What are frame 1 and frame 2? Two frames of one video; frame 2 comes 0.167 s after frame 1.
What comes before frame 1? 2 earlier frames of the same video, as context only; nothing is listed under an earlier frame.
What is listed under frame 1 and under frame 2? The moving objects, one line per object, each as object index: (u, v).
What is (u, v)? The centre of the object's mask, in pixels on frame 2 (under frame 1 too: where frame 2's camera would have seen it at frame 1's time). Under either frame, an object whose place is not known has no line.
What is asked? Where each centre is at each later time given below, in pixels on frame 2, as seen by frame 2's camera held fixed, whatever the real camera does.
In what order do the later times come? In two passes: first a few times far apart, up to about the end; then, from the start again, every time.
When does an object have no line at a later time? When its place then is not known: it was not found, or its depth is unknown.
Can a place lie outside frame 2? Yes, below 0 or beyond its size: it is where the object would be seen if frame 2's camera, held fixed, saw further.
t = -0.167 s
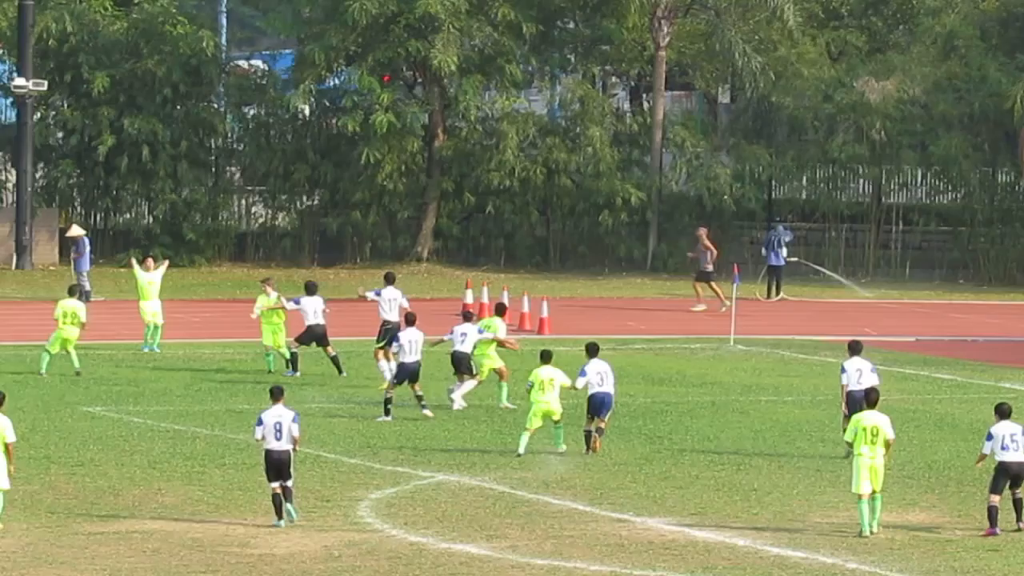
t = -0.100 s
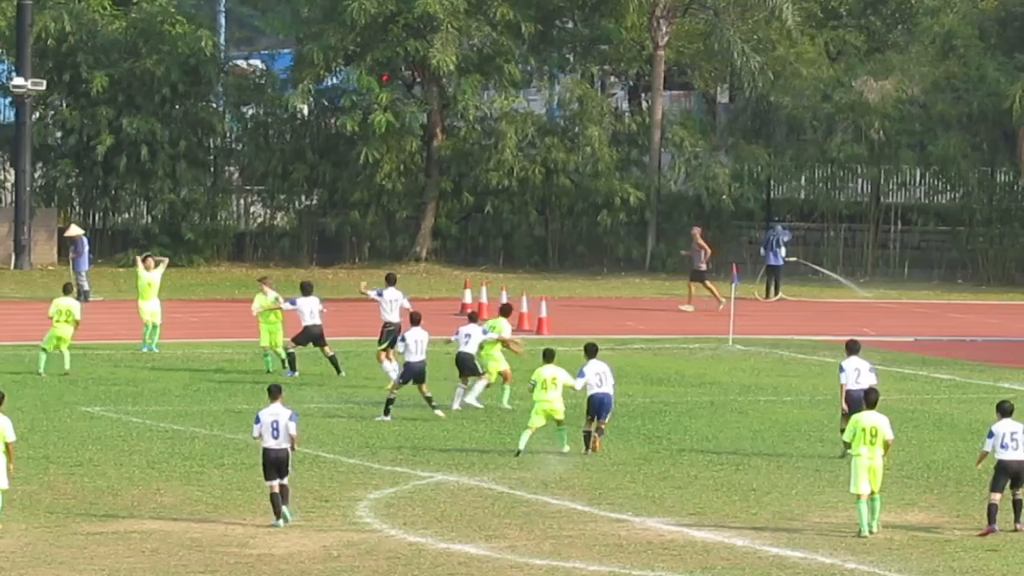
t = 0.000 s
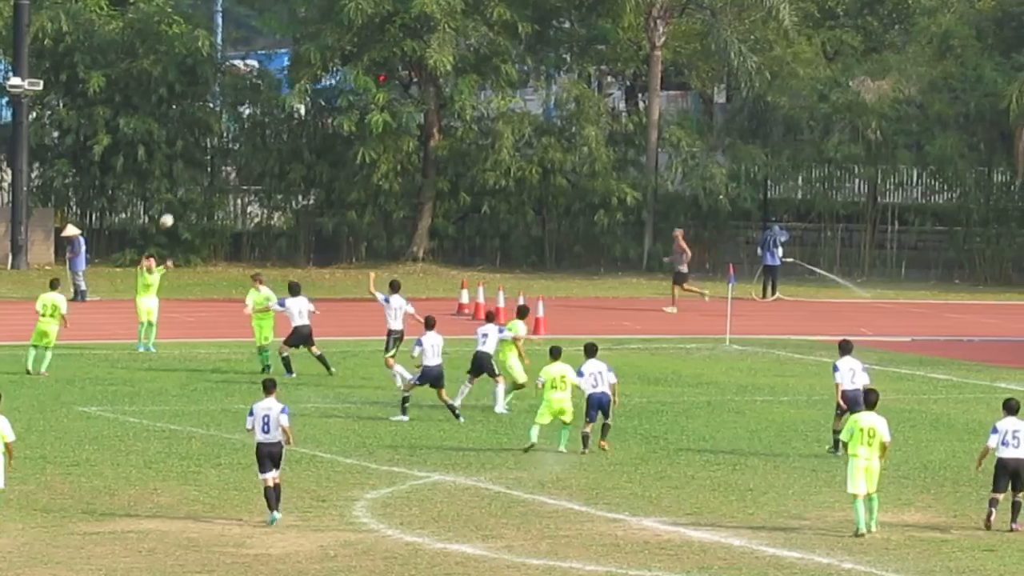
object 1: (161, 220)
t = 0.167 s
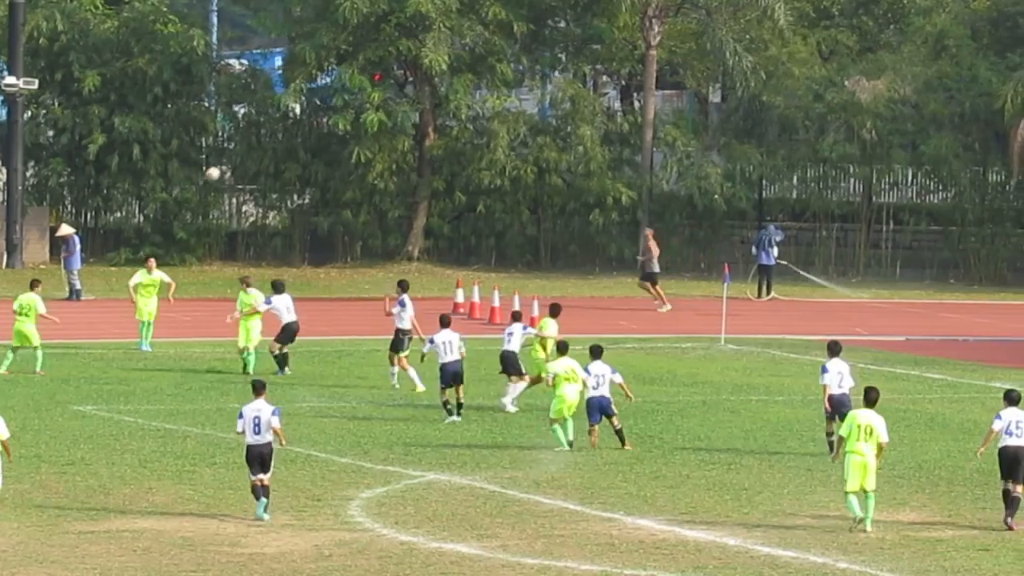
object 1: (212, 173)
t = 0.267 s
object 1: (244, 154)
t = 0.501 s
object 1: (322, 127)
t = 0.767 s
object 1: (418, 139)
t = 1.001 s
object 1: (503, 186)
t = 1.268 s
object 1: (605, 288)
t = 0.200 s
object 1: (223, 167)
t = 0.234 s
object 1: (233, 160)
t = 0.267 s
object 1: (244, 154)
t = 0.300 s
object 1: (255, 148)
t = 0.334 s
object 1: (266, 143)
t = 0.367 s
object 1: (277, 138)
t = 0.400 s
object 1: (288, 135)
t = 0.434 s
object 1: (300, 131)
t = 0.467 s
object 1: (311, 129)
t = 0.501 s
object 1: (322, 127)
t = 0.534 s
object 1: (334, 126)
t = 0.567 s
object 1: (345, 126)
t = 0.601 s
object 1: (357, 126)
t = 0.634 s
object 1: (370, 127)
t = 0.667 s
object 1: (382, 129)
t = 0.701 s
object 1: (393, 132)
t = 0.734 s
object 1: (405, 135)
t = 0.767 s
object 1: (418, 139)
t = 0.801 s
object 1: (430, 143)
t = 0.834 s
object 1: (441, 148)
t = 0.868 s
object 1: (454, 155)
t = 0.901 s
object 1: (466, 161)
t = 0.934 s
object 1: (478, 168)
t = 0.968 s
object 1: (491, 177)
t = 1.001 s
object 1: (503, 186)
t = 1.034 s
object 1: (515, 195)
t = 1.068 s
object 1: (528, 206)
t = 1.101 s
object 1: (540, 218)
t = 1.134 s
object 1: (552, 230)
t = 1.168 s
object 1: (565, 243)
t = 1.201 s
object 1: (578, 257)
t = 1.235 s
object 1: (591, 272)
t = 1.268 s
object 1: (605, 288)
